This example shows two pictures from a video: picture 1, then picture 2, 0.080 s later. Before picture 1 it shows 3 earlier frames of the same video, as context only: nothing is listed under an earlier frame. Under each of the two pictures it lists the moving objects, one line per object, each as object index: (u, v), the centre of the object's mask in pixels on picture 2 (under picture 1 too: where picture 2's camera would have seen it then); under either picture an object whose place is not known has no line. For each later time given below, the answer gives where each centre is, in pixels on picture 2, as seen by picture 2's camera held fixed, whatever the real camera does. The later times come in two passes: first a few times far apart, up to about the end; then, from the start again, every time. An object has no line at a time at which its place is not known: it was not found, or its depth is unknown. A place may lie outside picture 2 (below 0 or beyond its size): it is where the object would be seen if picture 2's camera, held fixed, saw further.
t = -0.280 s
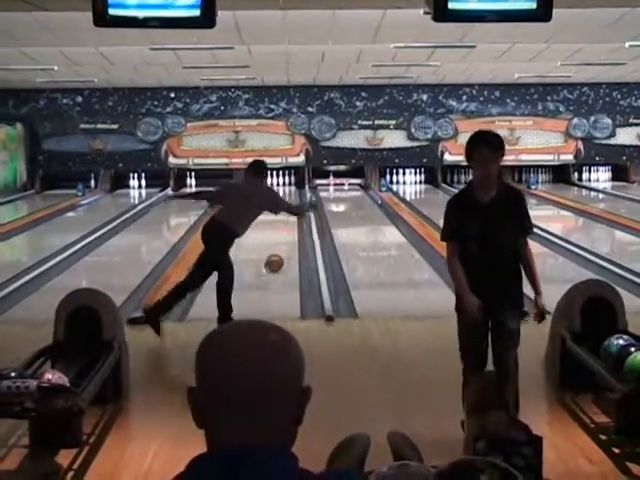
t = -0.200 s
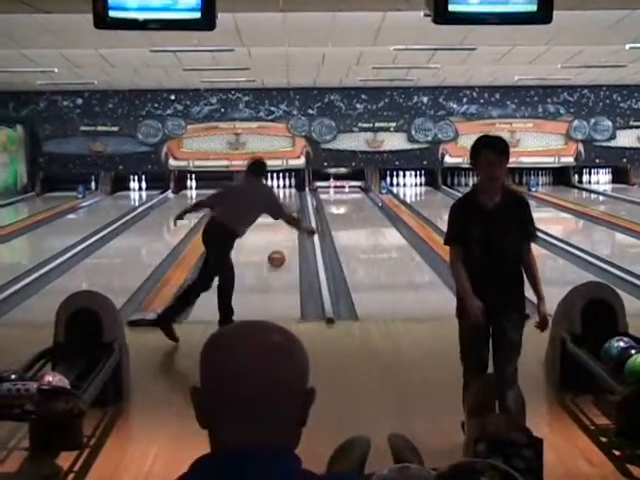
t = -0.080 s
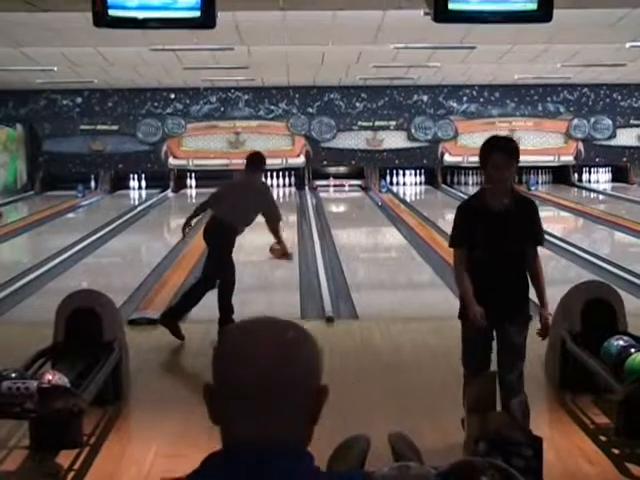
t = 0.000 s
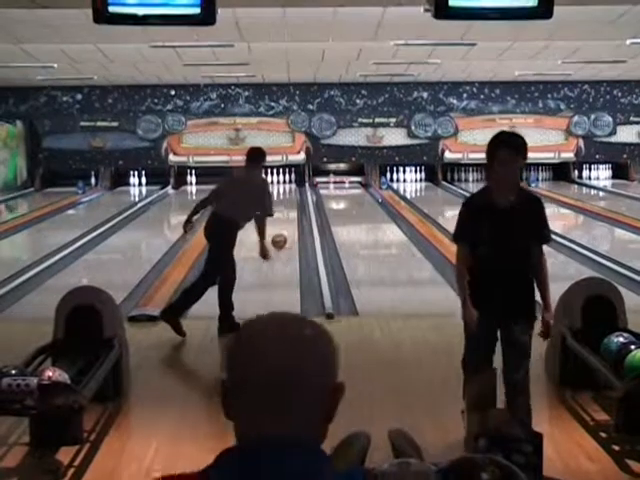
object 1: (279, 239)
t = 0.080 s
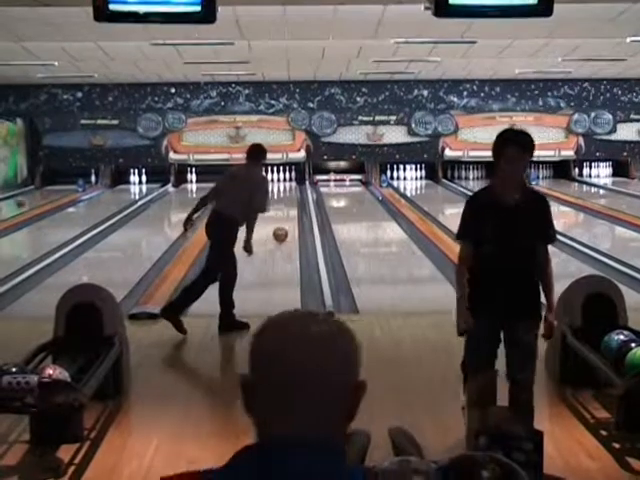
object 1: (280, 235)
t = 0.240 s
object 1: (282, 225)
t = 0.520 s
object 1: (283, 214)
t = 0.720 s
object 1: (284, 208)
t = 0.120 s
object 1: (280, 232)
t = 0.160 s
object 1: (281, 230)
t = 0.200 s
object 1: (281, 228)
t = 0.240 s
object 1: (282, 225)
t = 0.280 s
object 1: (282, 224)
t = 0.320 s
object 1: (282, 222)
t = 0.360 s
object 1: (282, 221)
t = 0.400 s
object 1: (283, 218)
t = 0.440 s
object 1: (283, 217)
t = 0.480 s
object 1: (283, 215)
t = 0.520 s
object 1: (283, 214)
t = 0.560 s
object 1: (284, 213)
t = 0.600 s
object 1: (284, 211)
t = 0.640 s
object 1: (284, 210)
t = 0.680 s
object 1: (284, 209)
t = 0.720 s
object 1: (284, 208)
